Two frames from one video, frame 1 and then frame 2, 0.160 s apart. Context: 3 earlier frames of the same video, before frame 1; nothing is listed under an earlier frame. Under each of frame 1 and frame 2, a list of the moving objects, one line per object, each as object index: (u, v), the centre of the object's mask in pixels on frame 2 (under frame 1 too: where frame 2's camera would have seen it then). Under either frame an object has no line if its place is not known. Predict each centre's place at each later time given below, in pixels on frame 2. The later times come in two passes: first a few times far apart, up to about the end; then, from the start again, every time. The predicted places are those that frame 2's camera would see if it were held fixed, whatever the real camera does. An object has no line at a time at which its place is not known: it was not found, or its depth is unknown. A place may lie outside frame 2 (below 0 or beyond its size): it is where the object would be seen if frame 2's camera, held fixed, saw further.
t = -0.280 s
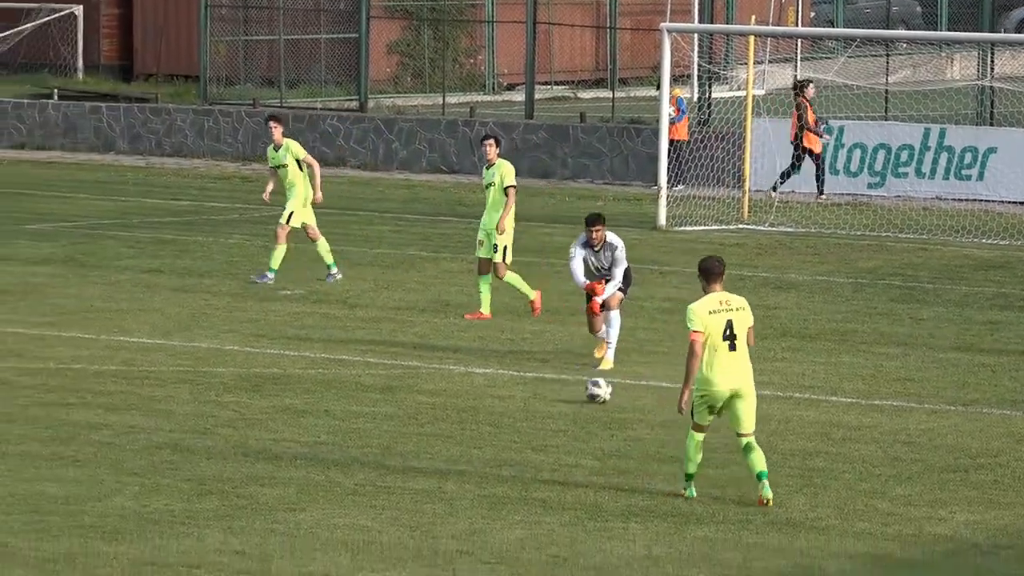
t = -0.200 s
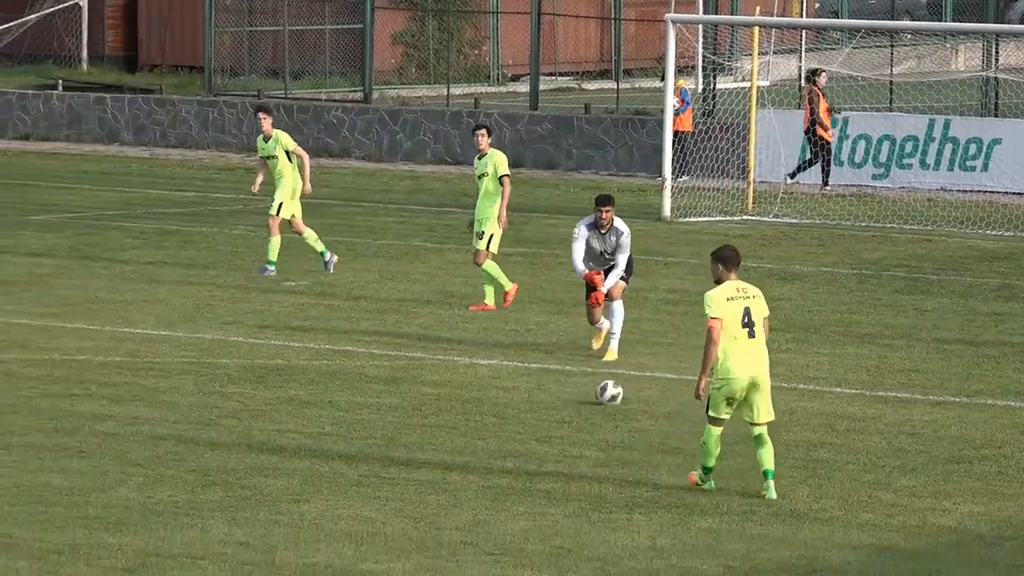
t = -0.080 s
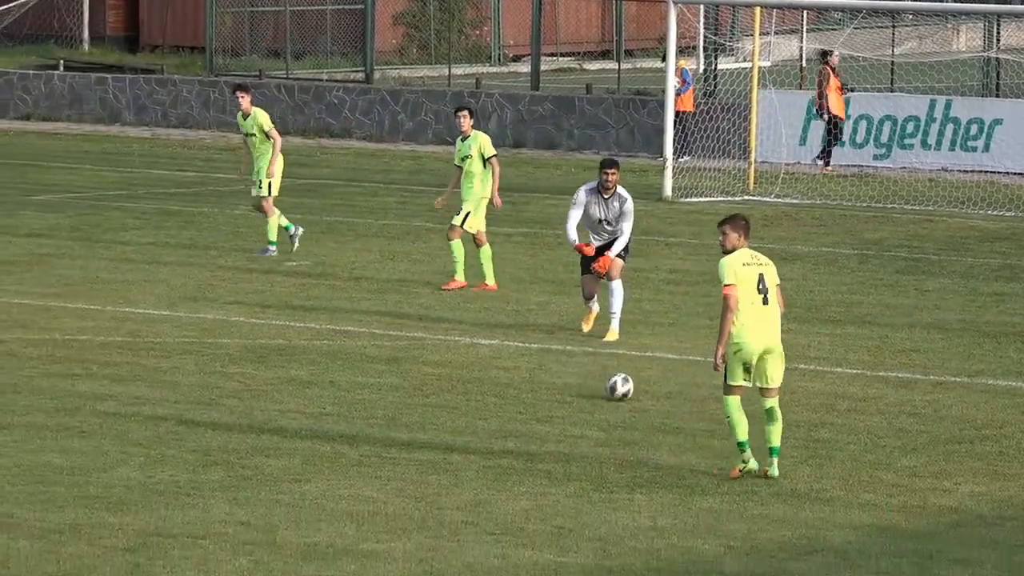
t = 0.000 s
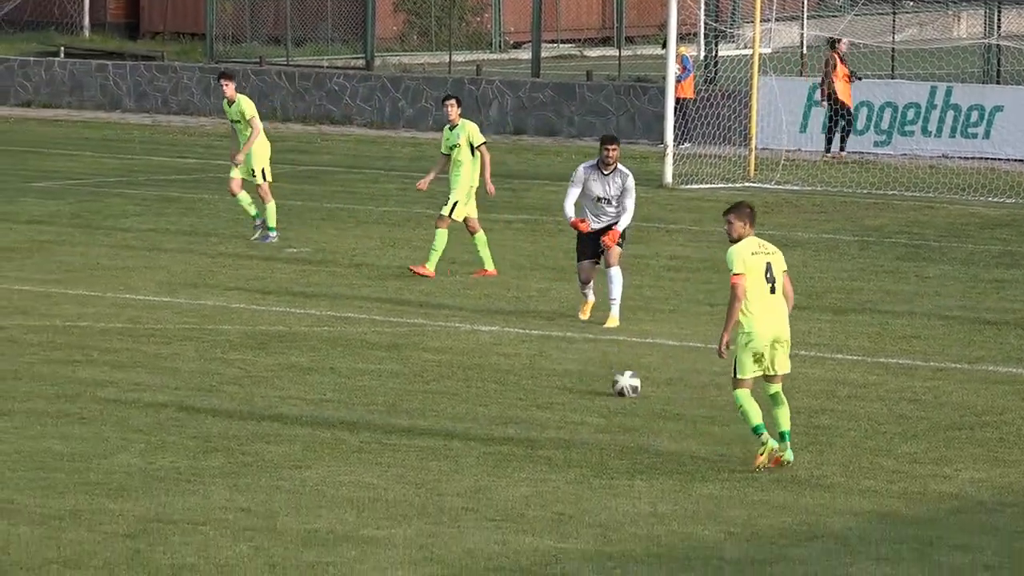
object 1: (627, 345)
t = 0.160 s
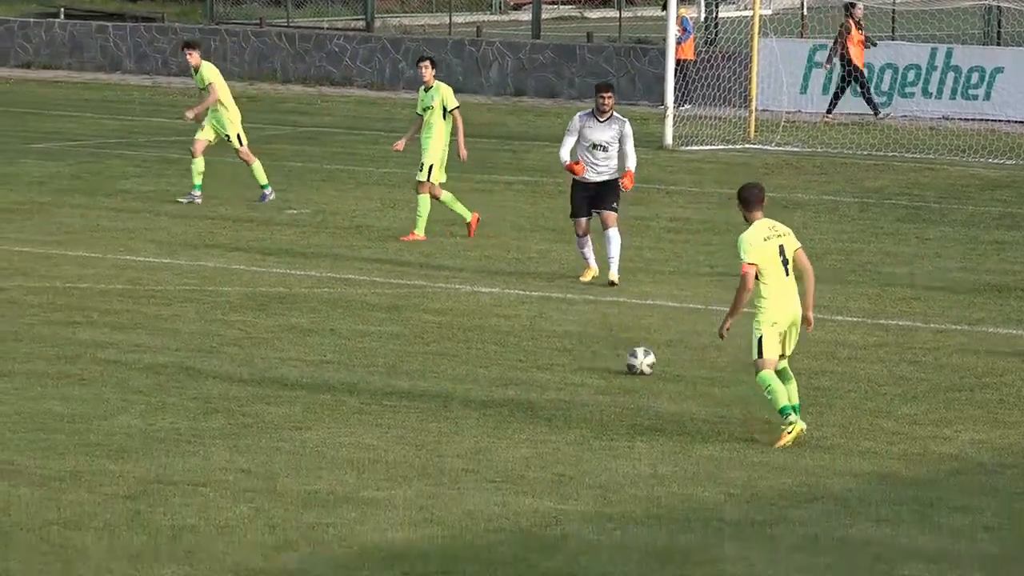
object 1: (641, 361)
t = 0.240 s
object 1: (647, 370)
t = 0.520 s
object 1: (670, 399)
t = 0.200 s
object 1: (644, 366)
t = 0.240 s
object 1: (647, 370)
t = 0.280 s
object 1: (650, 374)
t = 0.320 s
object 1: (653, 378)
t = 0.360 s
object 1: (656, 382)
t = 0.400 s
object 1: (661, 386)
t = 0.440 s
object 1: (663, 389)
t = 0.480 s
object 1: (667, 394)
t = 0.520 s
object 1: (670, 399)
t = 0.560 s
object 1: (674, 403)
